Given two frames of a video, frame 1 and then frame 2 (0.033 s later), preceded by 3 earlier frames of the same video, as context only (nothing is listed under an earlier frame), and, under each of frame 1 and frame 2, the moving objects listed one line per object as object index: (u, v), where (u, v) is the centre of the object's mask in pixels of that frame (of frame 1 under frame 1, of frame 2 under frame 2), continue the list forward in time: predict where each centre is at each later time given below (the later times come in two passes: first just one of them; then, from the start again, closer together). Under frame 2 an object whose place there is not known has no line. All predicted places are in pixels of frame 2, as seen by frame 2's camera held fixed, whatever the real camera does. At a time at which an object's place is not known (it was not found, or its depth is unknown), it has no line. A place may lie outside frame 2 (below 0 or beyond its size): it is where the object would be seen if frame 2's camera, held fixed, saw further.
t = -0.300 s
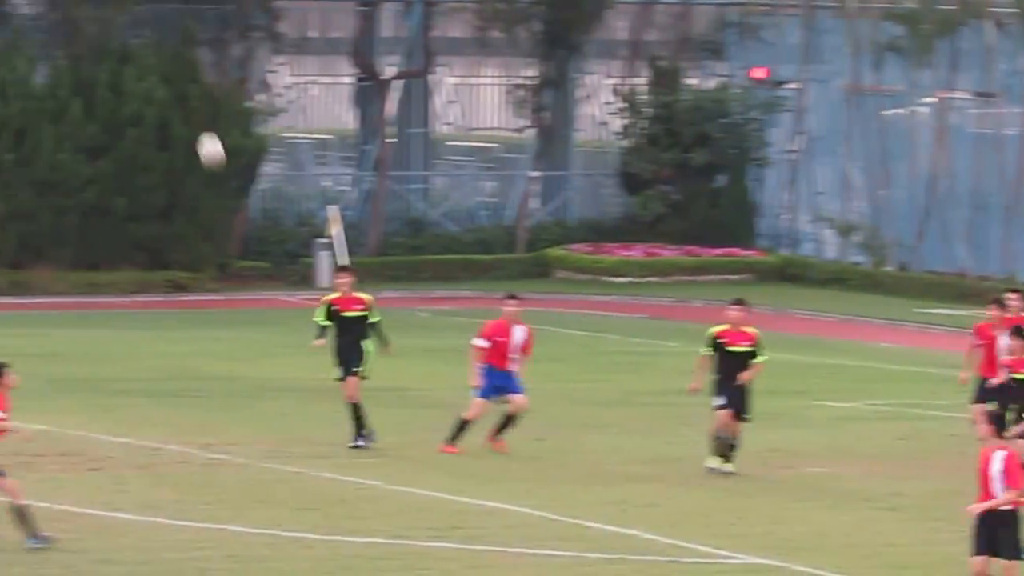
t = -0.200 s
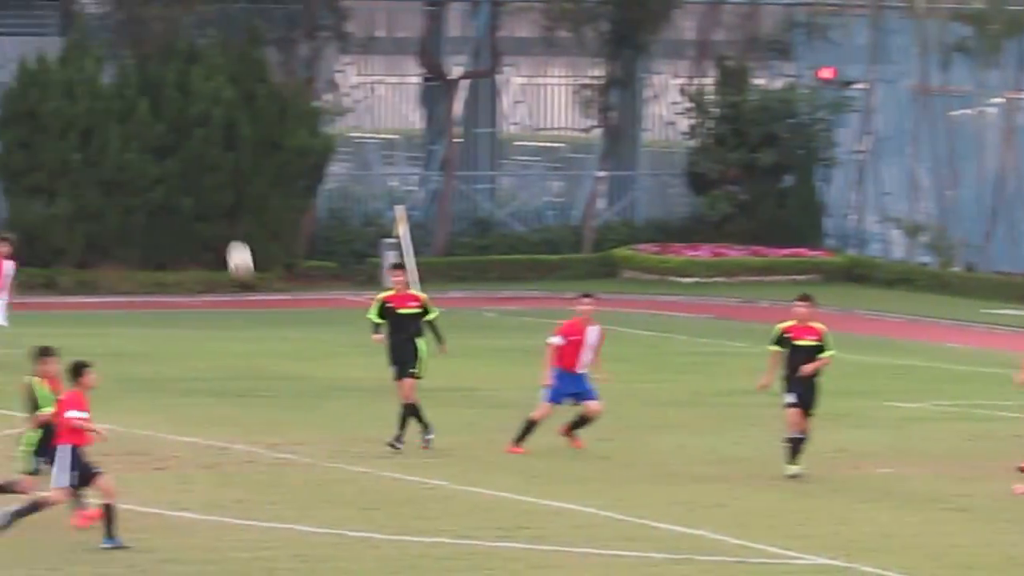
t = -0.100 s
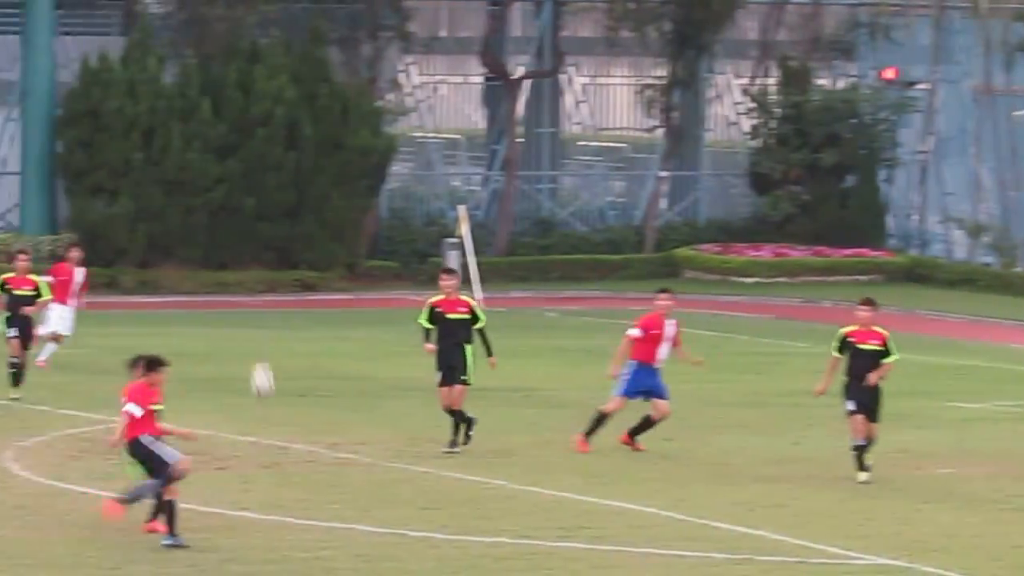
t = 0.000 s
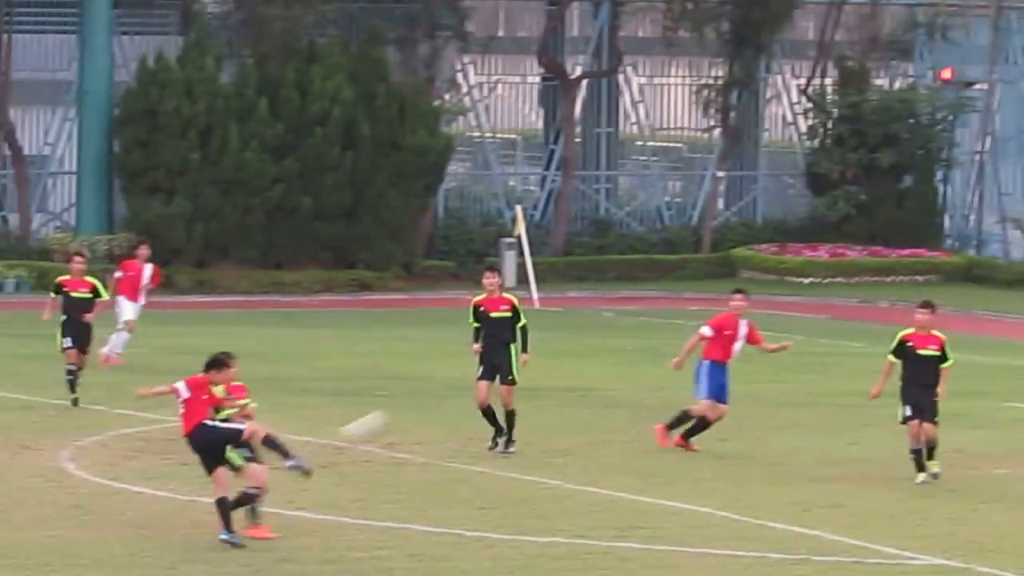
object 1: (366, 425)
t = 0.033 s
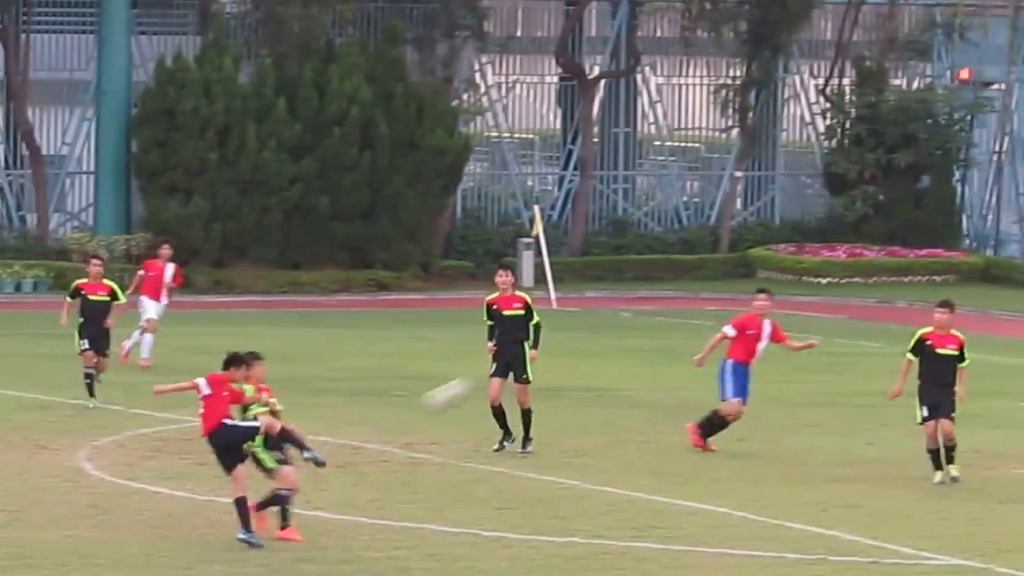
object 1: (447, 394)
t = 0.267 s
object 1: (882, 225)
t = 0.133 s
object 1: (640, 307)
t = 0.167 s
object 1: (705, 283)
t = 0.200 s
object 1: (764, 262)
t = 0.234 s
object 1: (824, 240)
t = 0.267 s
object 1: (882, 225)
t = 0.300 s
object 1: (939, 209)
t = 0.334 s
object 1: (997, 195)
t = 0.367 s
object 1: (1049, 181)
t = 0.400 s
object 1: (1108, 170)
